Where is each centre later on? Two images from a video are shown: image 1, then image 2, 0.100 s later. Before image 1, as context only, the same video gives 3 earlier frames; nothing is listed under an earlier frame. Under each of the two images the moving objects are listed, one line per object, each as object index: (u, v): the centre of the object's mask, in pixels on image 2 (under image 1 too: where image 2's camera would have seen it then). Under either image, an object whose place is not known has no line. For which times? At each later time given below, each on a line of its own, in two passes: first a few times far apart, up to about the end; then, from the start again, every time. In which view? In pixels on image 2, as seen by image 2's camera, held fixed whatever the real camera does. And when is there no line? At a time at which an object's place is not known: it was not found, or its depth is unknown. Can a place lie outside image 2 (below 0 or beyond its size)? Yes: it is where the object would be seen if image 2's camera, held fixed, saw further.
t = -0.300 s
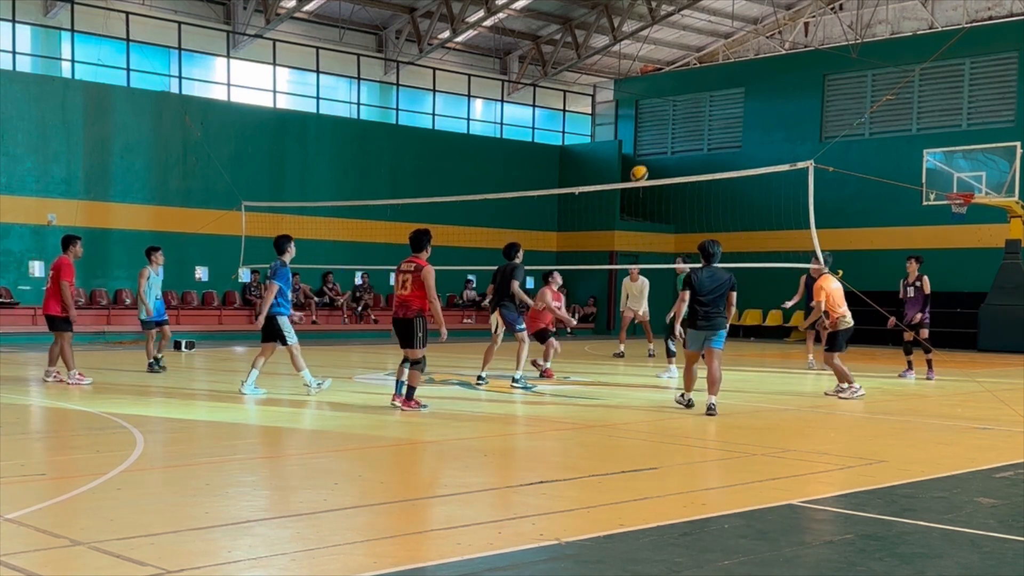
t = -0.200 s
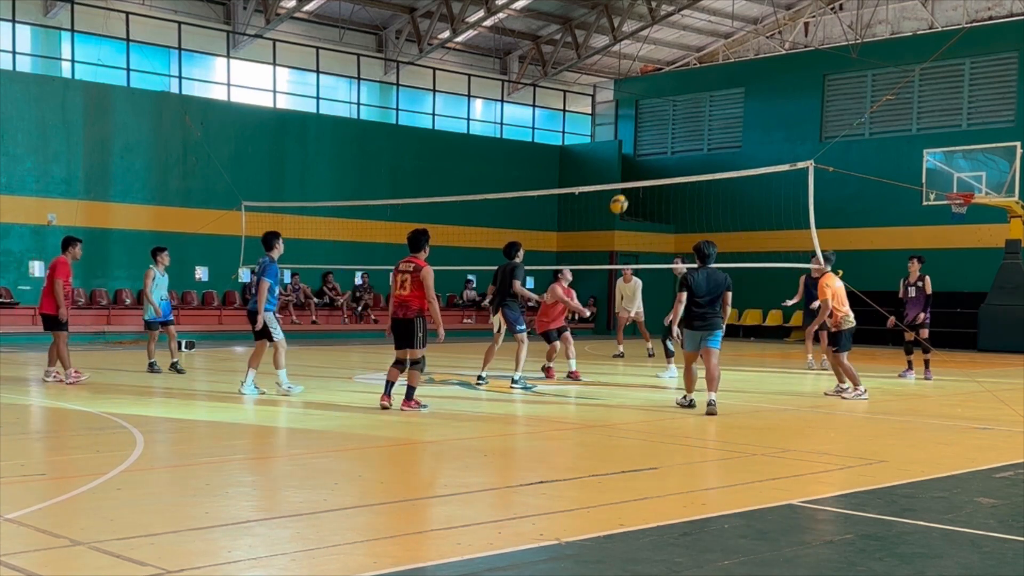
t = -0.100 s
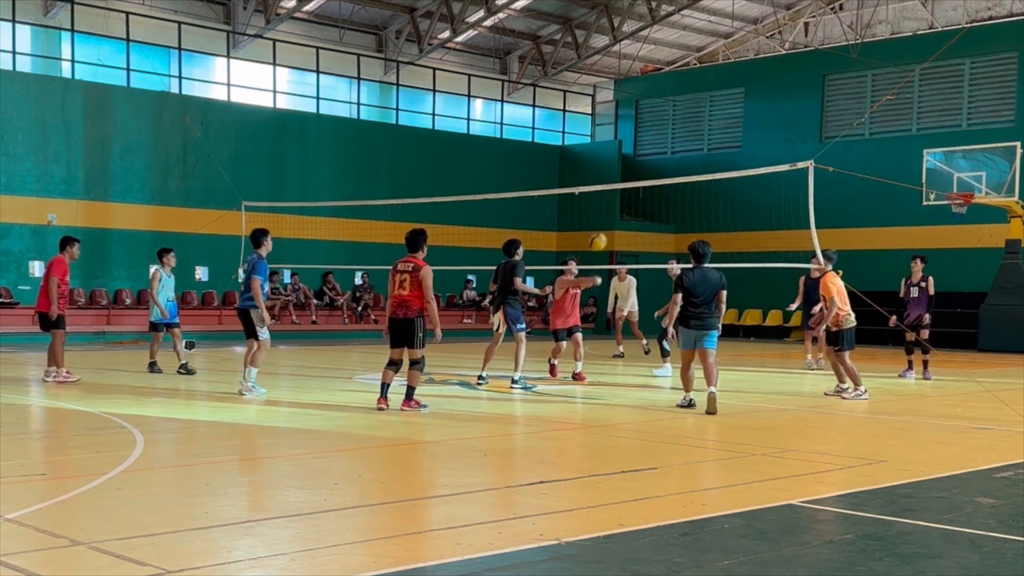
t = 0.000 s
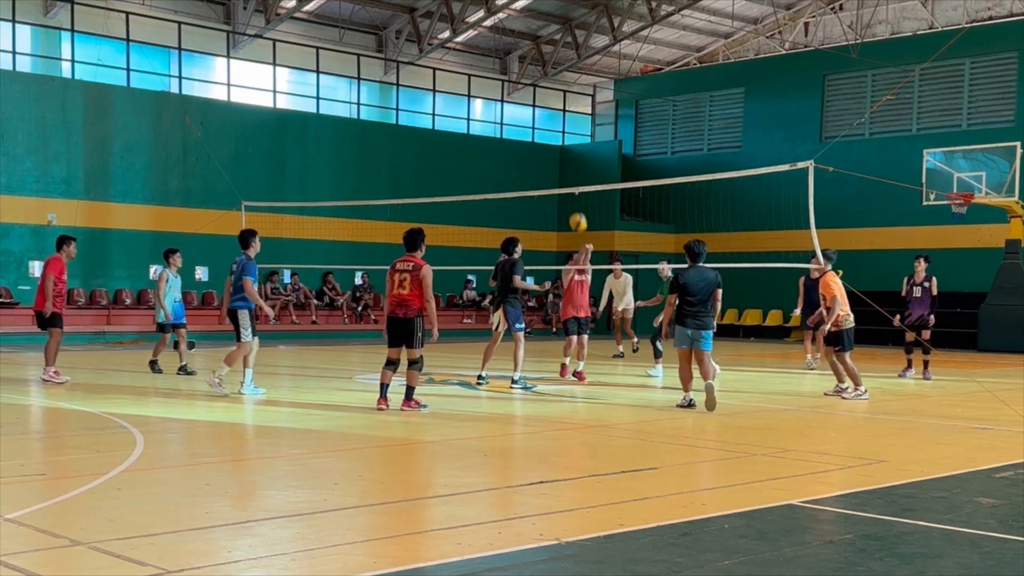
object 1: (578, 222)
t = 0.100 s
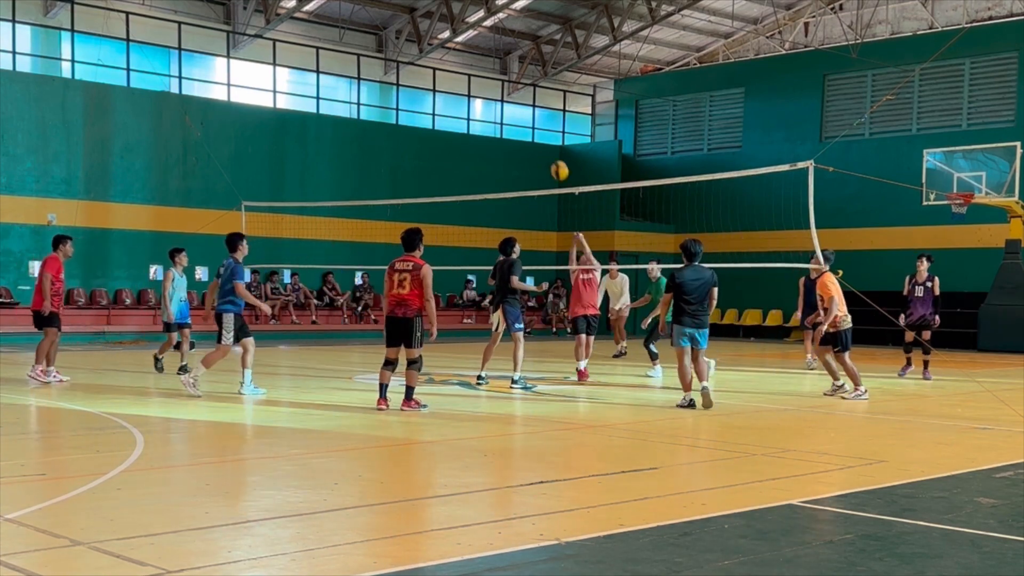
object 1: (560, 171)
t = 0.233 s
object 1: (535, 116)
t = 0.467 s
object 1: (494, 59)
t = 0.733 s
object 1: (450, 49)
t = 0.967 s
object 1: (412, 82)
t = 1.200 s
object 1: (378, 153)
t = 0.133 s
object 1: (553, 155)
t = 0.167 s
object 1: (547, 143)
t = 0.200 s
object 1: (541, 128)
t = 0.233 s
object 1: (535, 116)
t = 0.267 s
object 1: (529, 105)
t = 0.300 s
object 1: (523, 95)
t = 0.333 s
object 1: (518, 86)
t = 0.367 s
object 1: (512, 78)
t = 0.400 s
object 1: (506, 71)
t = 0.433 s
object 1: (501, 65)
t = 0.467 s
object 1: (494, 59)
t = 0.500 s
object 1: (489, 55)
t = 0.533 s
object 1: (483, 51)
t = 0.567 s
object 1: (477, 49)
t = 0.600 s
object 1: (471, 48)
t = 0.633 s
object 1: (467, 47)
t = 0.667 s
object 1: (460, 47)
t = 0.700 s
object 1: (454, 49)
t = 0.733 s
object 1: (450, 49)
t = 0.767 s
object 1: (444, 51)
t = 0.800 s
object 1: (438, 55)
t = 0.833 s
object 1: (433, 59)
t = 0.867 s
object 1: (426, 63)
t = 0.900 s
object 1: (422, 69)
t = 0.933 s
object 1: (417, 76)
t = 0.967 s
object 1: (412, 82)
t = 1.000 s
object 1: (407, 91)
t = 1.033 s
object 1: (402, 100)
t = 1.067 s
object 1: (397, 109)
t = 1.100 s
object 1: (392, 119)
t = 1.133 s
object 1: (387, 130)
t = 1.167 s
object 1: (382, 141)
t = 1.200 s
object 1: (378, 153)
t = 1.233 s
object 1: (373, 165)
